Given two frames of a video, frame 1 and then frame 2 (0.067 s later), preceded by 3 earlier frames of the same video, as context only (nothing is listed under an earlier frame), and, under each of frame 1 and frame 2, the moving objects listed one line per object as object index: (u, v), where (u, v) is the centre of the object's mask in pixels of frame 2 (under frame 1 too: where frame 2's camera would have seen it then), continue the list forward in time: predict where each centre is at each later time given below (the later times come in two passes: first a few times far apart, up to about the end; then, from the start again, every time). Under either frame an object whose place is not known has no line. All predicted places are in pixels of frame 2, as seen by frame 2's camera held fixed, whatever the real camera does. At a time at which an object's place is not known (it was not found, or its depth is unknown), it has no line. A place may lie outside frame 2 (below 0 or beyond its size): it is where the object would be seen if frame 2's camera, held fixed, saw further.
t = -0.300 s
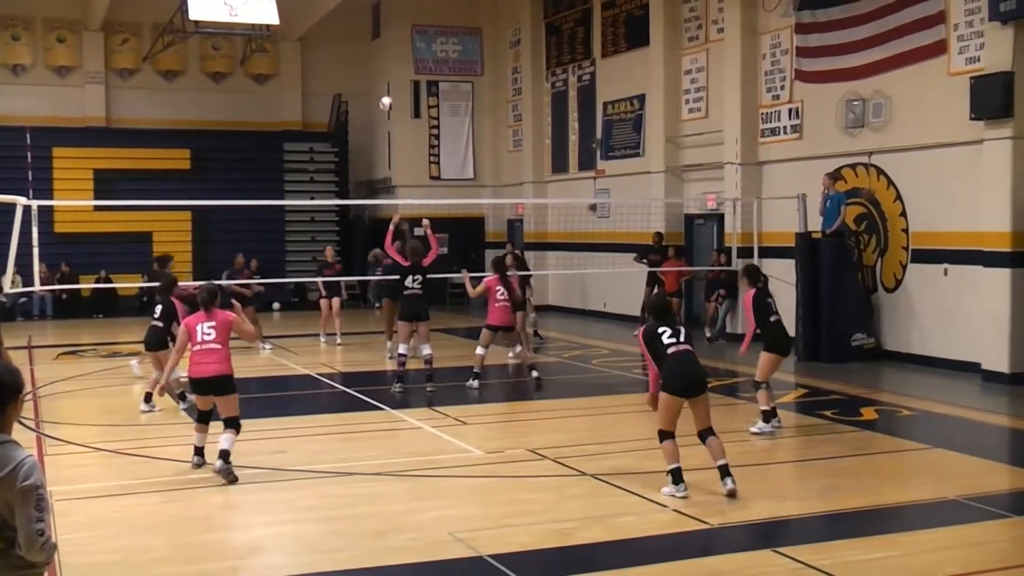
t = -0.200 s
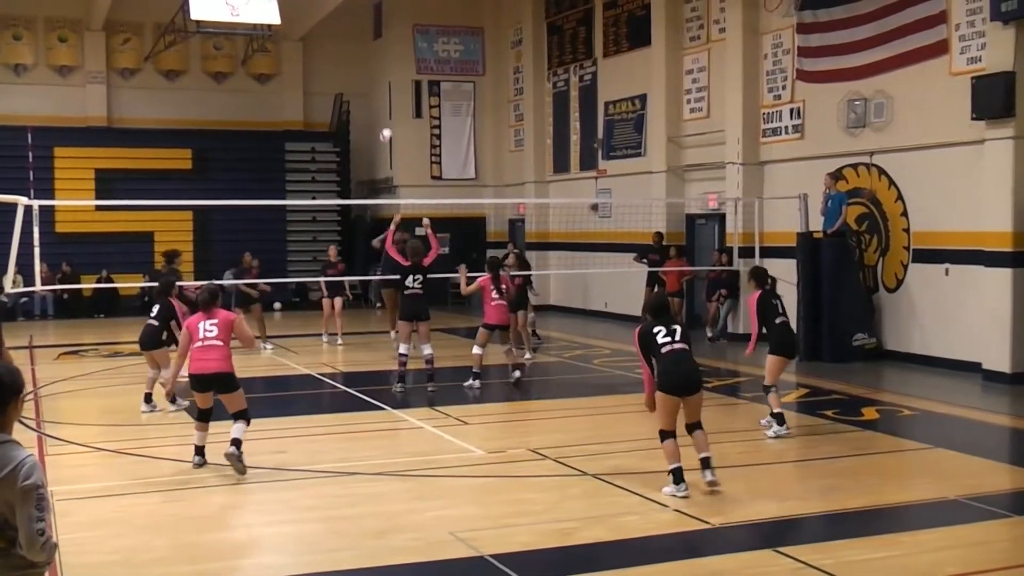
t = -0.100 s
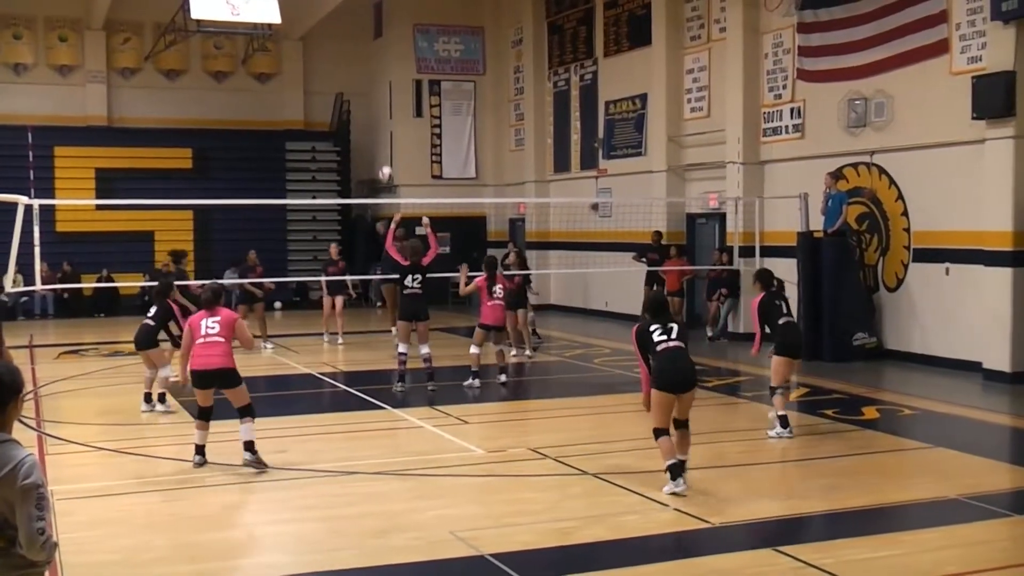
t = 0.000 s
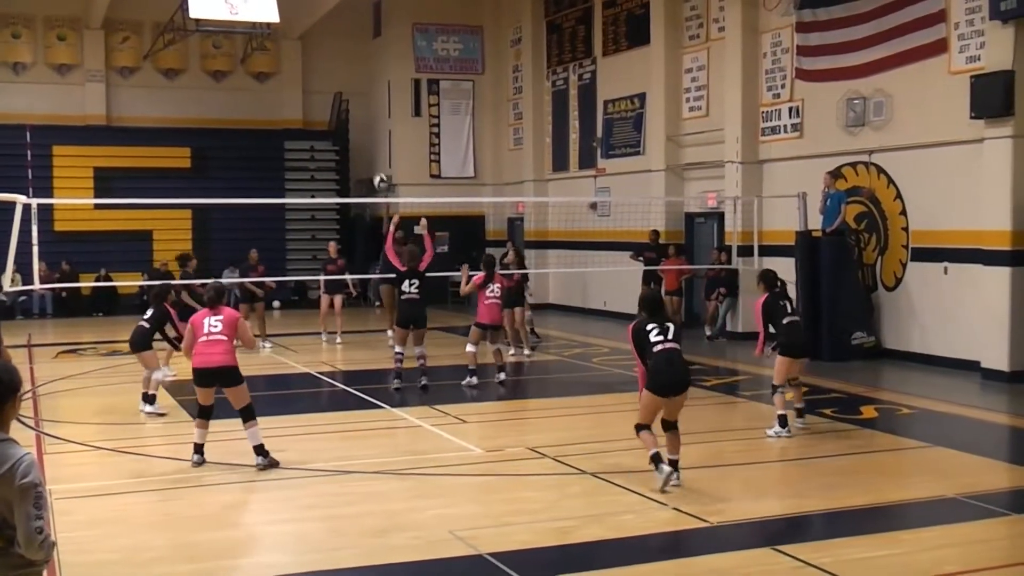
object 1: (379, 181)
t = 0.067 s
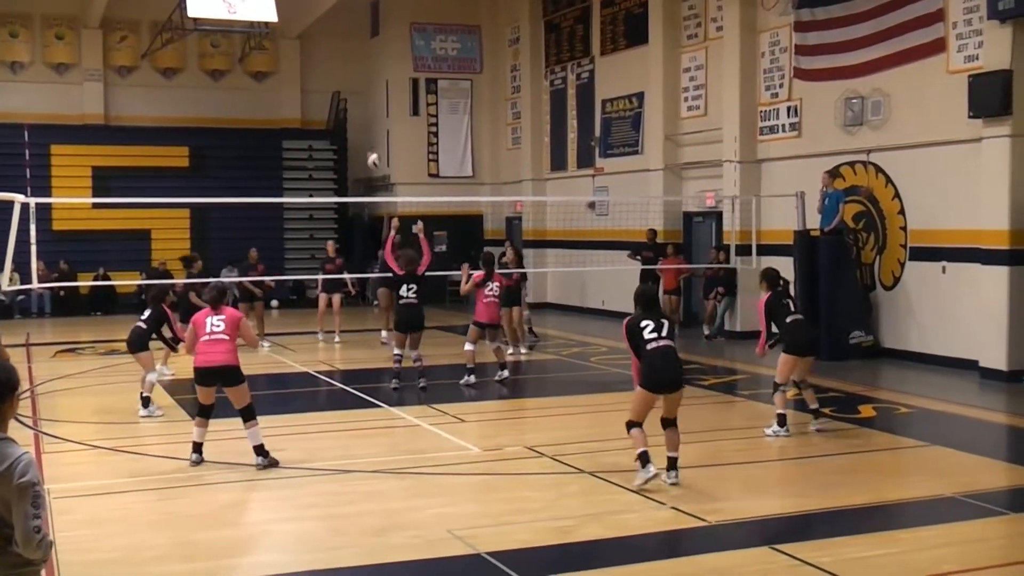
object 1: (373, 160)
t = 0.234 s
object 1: (362, 114)
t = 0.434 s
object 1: (347, 83)
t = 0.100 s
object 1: (371, 149)
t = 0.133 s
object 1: (369, 139)
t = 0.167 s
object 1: (366, 131)
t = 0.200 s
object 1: (364, 122)
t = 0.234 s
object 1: (362, 114)
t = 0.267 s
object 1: (360, 108)
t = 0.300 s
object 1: (356, 101)
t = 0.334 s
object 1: (354, 96)
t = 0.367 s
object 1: (352, 91)
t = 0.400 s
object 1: (350, 87)
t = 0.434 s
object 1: (347, 83)
